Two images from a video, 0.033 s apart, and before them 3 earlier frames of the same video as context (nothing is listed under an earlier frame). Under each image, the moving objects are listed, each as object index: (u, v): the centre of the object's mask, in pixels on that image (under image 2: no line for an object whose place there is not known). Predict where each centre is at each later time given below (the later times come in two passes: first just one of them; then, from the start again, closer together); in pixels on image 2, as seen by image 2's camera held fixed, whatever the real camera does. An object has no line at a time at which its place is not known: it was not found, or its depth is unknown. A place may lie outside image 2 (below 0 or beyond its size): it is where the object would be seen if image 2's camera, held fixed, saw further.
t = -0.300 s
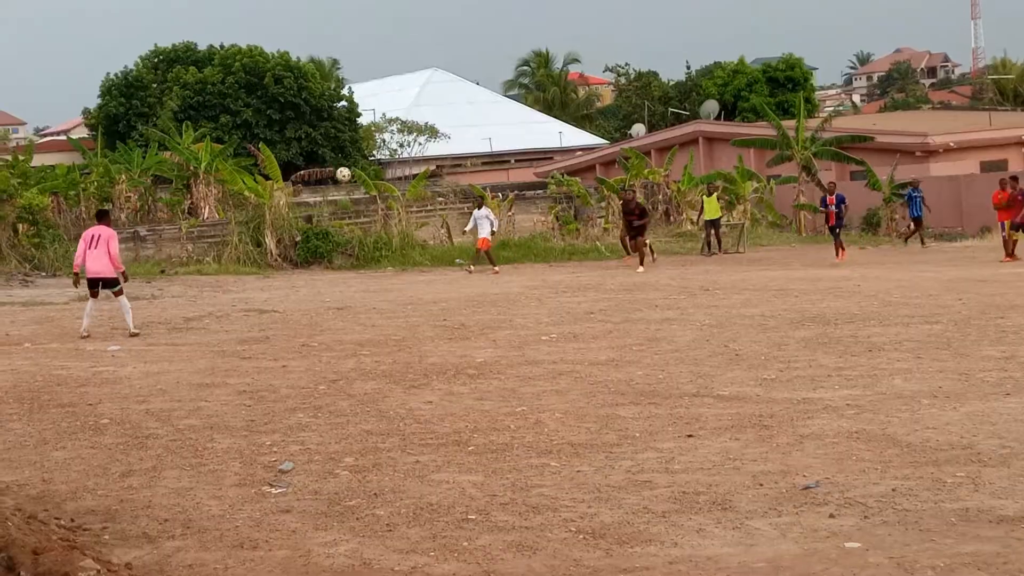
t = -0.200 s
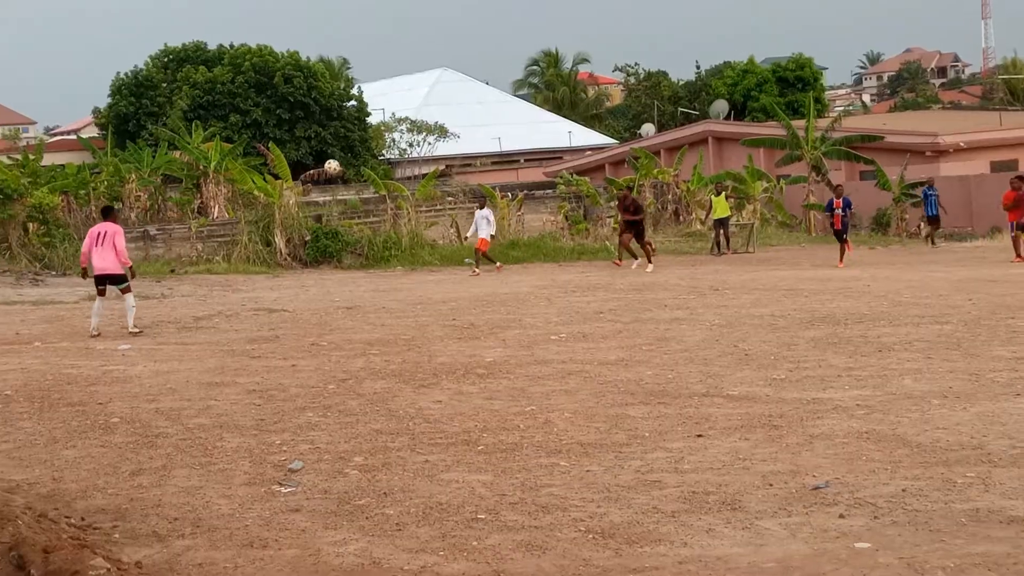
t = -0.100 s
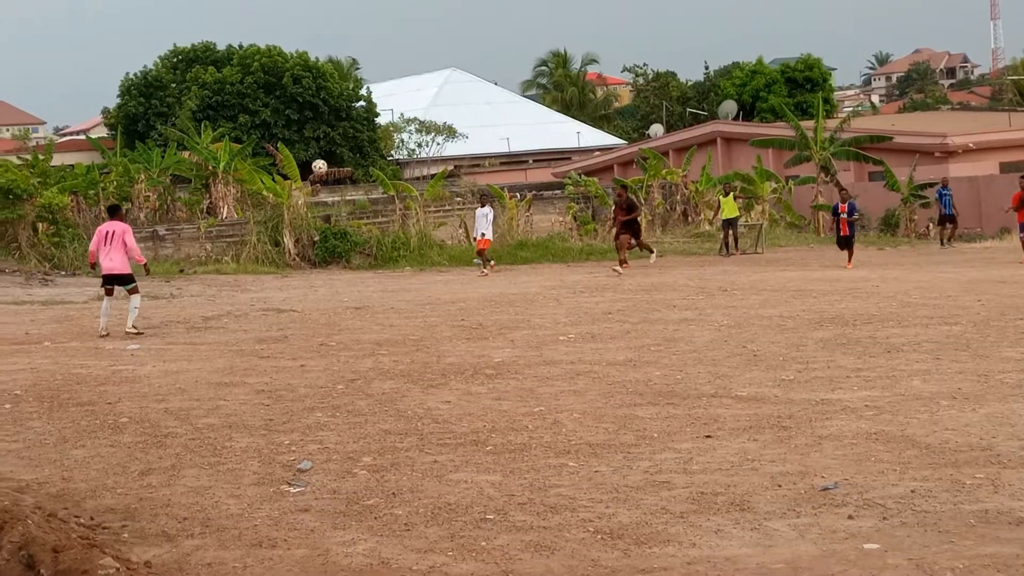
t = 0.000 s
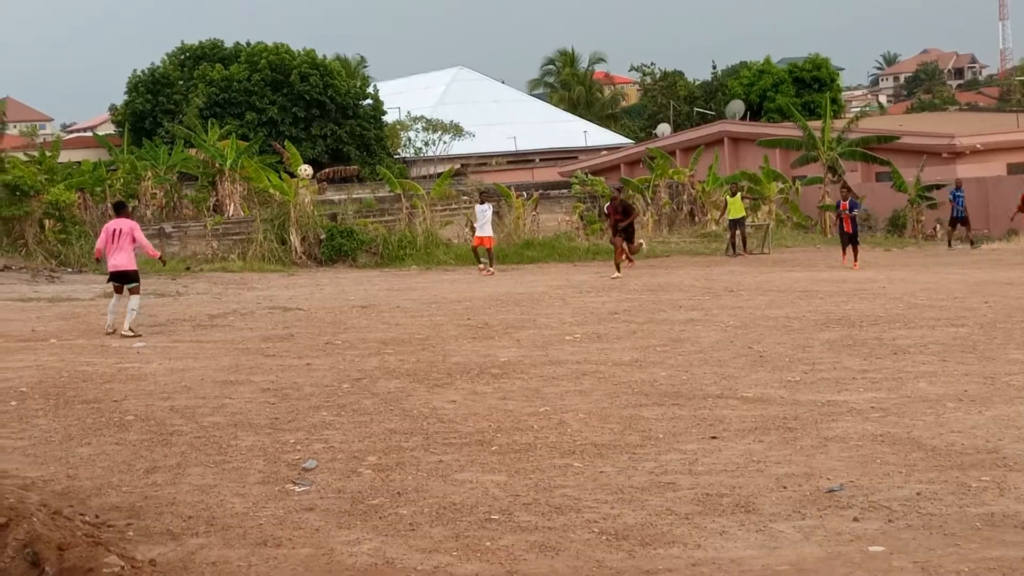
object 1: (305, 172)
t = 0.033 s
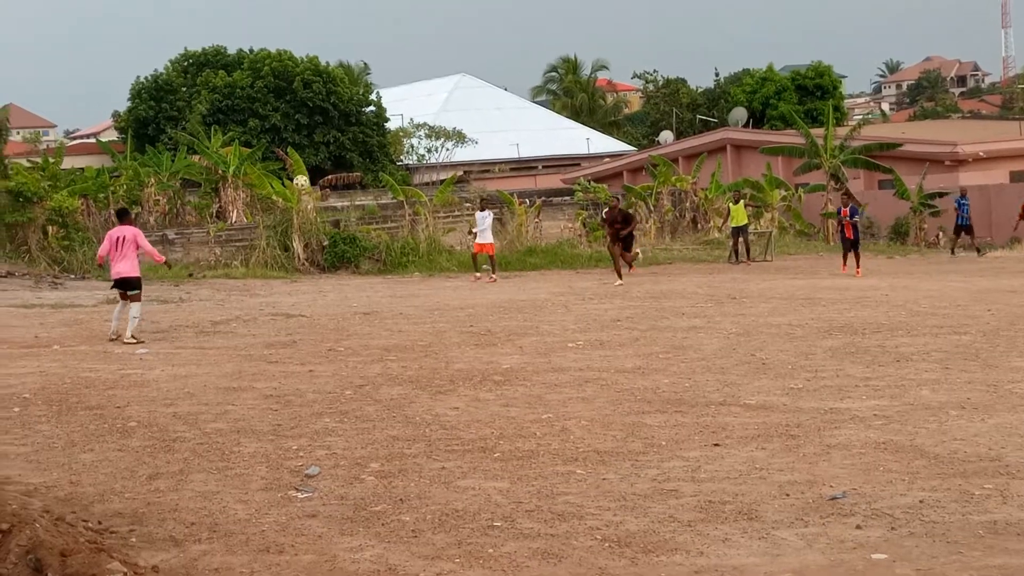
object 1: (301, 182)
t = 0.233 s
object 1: (259, 225)
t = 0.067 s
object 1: (294, 187)
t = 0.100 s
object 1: (287, 193)
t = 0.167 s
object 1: (273, 208)
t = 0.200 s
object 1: (266, 216)
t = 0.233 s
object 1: (259, 225)
